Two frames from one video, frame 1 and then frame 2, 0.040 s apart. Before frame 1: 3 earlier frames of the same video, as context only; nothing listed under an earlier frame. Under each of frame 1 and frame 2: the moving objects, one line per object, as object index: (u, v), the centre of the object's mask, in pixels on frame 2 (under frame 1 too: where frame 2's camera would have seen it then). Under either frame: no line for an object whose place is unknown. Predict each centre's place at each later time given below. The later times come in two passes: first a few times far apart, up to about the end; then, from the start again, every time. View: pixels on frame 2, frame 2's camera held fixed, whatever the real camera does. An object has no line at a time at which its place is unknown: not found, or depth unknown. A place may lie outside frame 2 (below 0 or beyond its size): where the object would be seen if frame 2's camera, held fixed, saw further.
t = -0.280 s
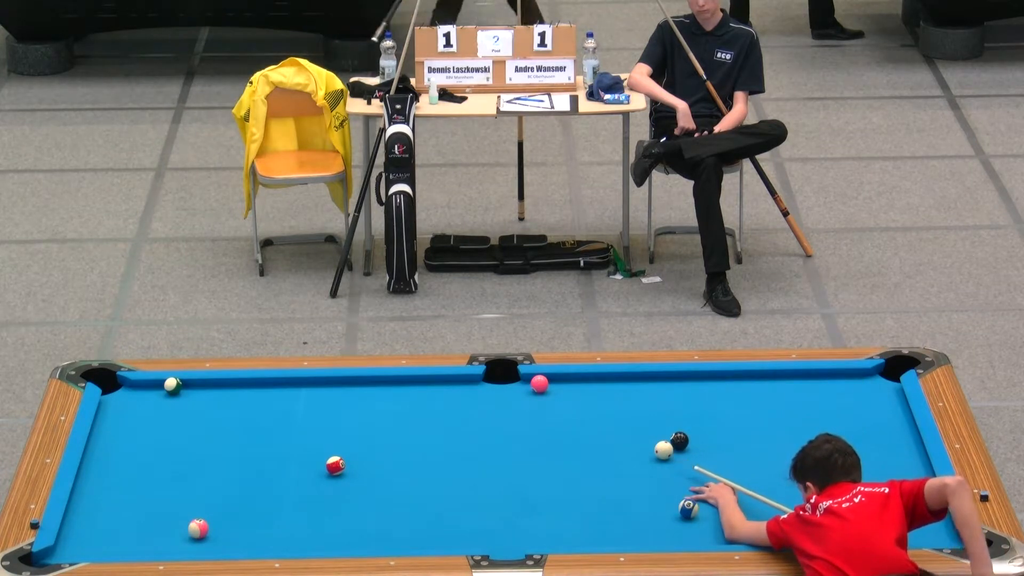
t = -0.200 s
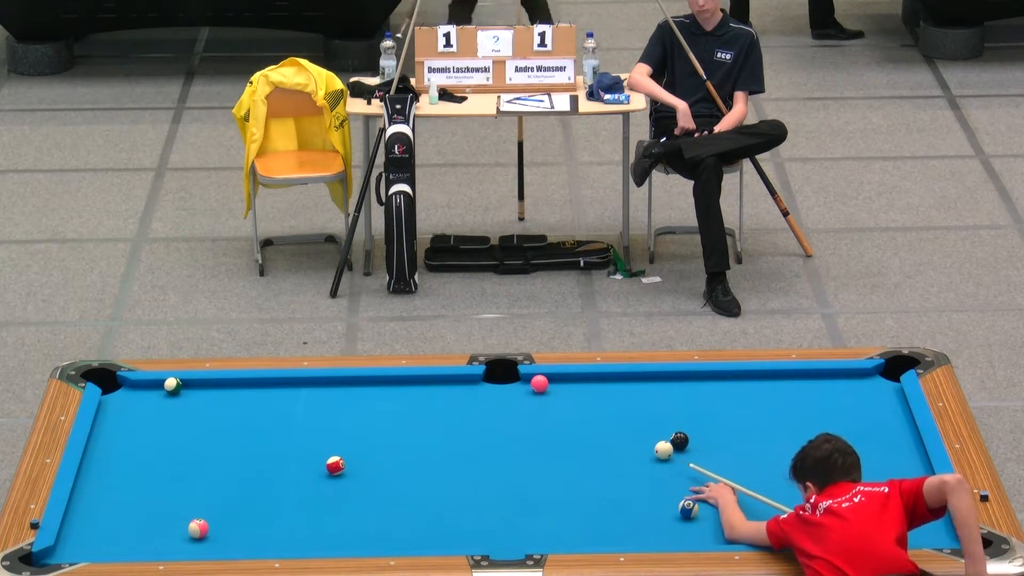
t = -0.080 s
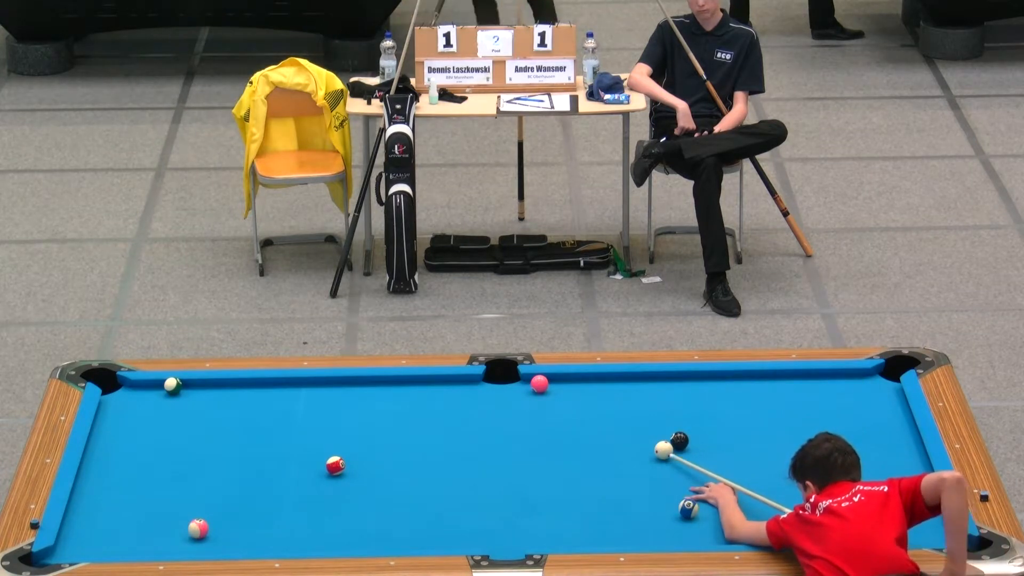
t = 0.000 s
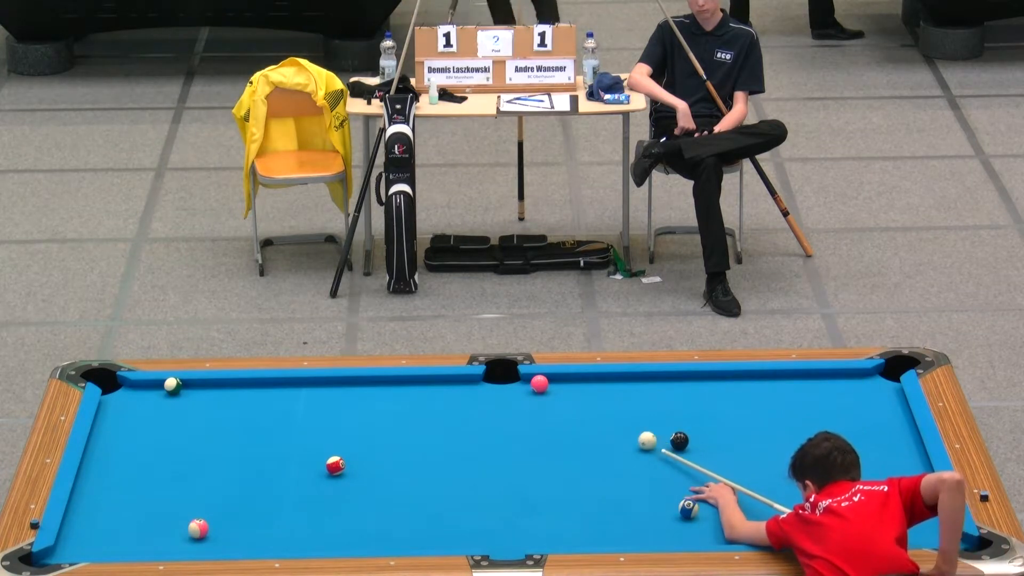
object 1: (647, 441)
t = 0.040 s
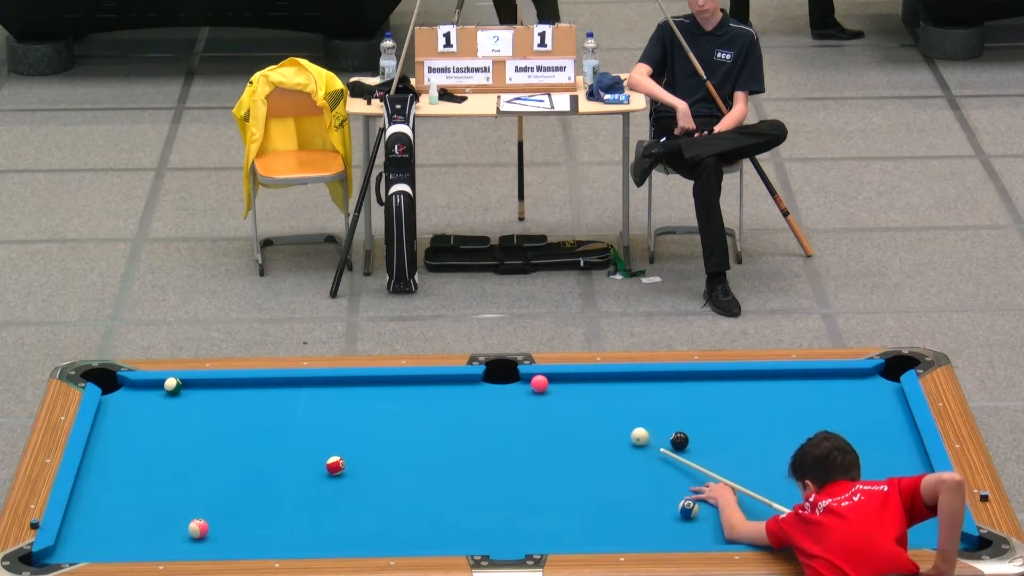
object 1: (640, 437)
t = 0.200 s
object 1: (617, 424)
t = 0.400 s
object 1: (592, 409)
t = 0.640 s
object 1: (564, 393)
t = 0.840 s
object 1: (557, 384)
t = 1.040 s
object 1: (559, 379)
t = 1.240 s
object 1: (563, 382)
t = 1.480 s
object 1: (566, 387)
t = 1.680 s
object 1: (569, 389)
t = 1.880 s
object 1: (571, 392)
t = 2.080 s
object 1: (574, 394)
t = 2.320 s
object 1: (576, 396)
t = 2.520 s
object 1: (577, 397)
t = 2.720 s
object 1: (578, 398)
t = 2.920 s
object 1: (579, 399)
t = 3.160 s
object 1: (578, 399)
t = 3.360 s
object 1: (578, 399)
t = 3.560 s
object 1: (578, 399)
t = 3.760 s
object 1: (579, 399)
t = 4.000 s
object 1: (578, 399)
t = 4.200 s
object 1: (578, 399)
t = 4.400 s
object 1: (578, 399)
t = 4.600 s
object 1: (578, 399)
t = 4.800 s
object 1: (578, 399)
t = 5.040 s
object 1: (578, 399)
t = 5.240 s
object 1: (579, 399)
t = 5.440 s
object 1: (579, 399)
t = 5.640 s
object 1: (578, 399)
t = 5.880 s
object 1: (579, 399)
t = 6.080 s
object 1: (579, 399)
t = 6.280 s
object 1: (579, 399)
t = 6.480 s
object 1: (579, 399)
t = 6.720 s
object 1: (579, 399)
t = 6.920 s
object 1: (578, 399)
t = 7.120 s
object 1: (578, 399)
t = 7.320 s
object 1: (578, 399)
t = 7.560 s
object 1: (578, 399)
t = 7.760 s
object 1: (578, 399)
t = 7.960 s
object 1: (578, 399)
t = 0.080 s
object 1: (633, 433)
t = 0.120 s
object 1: (628, 430)
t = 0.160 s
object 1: (623, 426)
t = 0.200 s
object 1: (617, 424)
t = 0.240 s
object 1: (612, 421)
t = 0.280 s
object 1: (607, 418)
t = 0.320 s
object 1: (602, 415)
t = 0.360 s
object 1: (597, 412)
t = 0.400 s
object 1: (592, 409)
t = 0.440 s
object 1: (588, 406)
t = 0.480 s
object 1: (583, 404)
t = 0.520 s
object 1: (578, 401)
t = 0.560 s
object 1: (573, 398)
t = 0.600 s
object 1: (569, 395)
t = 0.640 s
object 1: (564, 393)
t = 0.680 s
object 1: (559, 390)
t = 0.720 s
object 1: (555, 387)
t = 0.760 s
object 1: (556, 386)
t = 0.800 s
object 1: (557, 385)
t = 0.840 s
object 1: (557, 384)
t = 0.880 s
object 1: (557, 382)
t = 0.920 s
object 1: (558, 381)
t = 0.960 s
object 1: (558, 379)
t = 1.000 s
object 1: (559, 378)
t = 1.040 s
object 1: (559, 379)
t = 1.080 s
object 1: (560, 380)
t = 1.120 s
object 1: (561, 380)
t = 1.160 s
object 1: (561, 381)
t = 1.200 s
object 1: (562, 382)
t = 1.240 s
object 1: (563, 382)
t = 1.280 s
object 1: (563, 383)
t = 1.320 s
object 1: (564, 384)
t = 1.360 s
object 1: (564, 385)
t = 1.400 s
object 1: (565, 385)
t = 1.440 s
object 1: (565, 386)
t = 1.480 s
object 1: (566, 387)
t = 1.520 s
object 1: (567, 387)
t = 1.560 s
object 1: (567, 388)
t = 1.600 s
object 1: (568, 388)
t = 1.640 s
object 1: (568, 389)
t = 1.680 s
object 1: (569, 389)
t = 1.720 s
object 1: (569, 390)
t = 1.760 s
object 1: (570, 390)
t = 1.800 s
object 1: (570, 391)
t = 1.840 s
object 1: (571, 391)
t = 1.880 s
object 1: (571, 392)
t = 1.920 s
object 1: (572, 392)
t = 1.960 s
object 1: (573, 393)
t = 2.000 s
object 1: (573, 393)
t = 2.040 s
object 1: (573, 394)
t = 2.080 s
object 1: (574, 394)
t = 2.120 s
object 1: (574, 394)
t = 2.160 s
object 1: (575, 395)
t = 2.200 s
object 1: (575, 395)
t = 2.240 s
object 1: (575, 395)
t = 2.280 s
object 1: (576, 396)
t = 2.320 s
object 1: (576, 396)
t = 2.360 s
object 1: (576, 396)
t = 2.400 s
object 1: (576, 397)
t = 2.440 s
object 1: (577, 397)
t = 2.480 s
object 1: (577, 397)
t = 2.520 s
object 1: (577, 397)
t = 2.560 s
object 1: (578, 398)
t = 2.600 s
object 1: (578, 398)
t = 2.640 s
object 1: (578, 398)
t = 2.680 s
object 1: (578, 398)
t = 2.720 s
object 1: (578, 398)
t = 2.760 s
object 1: (578, 398)
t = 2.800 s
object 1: (579, 399)
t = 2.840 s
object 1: (579, 399)
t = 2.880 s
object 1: (579, 399)
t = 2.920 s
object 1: (579, 399)
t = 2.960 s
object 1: (579, 399)
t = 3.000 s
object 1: (579, 399)
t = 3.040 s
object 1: (579, 399)
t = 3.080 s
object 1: (579, 399)
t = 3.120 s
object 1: (578, 399)
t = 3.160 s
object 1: (578, 399)
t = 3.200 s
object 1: (578, 399)
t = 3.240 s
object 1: (578, 399)
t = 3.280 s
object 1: (578, 399)
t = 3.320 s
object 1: (579, 399)
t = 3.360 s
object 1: (578, 399)
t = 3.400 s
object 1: (578, 399)
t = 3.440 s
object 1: (578, 399)
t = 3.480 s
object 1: (579, 399)
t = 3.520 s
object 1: (578, 399)
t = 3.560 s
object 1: (578, 399)
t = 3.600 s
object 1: (579, 399)
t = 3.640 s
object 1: (578, 399)
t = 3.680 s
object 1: (578, 399)
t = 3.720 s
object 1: (579, 399)
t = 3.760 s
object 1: (579, 399)
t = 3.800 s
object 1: (578, 399)
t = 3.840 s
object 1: (579, 399)
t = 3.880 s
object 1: (578, 399)
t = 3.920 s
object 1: (579, 399)
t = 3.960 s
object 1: (578, 399)
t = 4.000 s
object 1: (578, 399)
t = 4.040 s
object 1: (578, 399)
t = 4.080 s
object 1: (578, 399)
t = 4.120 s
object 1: (579, 399)
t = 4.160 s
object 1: (578, 399)
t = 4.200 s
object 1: (578, 399)
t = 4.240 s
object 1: (579, 399)
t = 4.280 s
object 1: (578, 399)
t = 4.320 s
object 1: (579, 399)
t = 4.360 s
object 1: (579, 399)
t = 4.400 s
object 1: (578, 399)
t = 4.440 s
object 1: (579, 399)
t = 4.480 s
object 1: (579, 399)
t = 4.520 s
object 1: (579, 399)
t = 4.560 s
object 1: (579, 399)
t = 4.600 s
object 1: (578, 399)
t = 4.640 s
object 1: (578, 399)
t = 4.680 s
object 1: (578, 399)
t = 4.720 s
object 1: (579, 399)
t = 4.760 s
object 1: (578, 399)
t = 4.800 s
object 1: (578, 399)
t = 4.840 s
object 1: (578, 399)
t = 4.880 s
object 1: (578, 399)
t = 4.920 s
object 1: (578, 399)
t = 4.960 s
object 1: (578, 399)
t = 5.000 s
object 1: (578, 399)
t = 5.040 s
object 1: (578, 399)
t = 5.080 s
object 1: (578, 399)
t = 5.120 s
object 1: (578, 399)
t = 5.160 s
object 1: (578, 399)
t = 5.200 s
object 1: (578, 399)
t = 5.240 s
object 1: (579, 399)
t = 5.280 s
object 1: (579, 399)
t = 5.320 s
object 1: (578, 399)
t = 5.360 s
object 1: (579, 399)
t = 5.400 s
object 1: (578, 399)
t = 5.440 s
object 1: (579, 399)
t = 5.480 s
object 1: (579, 399)
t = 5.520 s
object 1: (578, 399)
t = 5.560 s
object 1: (579, 399)
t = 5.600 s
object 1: (578, 399)
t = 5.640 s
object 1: (578, 399)
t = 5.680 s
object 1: (579, 399)
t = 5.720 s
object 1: (578, 399)
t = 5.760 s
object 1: (579, 399)
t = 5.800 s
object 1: (578, 399)
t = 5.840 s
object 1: (579, 399)
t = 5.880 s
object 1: (579, 399)
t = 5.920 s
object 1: (578, 399)
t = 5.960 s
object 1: (579, 399)
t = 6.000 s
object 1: (579, 399)
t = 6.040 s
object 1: (578, 399)
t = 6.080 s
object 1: (579, 399)
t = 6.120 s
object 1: (579, 399)
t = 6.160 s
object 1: (578, 399)
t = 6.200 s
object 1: (579, 399)
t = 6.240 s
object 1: (579, 399)
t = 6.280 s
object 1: (579, 399)
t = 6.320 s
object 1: (579, 399)
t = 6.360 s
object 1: (579, 399)
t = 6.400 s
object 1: (579, 399)
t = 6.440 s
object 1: (579, 399)
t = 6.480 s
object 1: (579, 399)
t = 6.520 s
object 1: (578, 399)
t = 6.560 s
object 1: (579, 399)
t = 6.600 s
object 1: (579, 399)
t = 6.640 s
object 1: (579, 399)
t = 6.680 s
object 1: (579, 399)
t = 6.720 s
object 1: (579, 399)
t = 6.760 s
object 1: (579, 399)
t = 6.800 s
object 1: (579, 399)
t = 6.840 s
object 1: (579, 399)
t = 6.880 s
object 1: (578, 399)
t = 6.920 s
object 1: (578, 399)
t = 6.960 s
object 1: (578, 399)
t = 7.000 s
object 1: (579, 399)
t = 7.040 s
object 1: (579, 399)
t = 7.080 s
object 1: (579, 399)
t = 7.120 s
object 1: (578, 399)
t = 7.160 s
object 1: (578, 399)
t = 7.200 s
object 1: (578, 399)
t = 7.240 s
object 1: (578, 399)
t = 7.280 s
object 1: (578, 399)
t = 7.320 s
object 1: (578, 399)
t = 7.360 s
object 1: (578, 399)
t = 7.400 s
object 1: (578, 399)
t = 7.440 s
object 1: (578, 399)
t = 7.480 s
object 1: (578, 399)
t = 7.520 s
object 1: (578, 399)
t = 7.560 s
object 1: (578, 399)
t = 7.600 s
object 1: (578, 399)
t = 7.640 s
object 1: (578, 399)
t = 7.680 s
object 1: (578, 399)
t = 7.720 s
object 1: (578, 399)
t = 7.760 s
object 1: (578, 399)
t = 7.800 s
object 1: (579, 399)
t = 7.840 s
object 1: (578, 399)
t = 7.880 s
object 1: (578, 399)
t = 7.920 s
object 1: (578, 399)
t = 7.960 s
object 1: (578, 399)
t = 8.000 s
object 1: (578, 399)
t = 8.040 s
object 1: (578, 399)
